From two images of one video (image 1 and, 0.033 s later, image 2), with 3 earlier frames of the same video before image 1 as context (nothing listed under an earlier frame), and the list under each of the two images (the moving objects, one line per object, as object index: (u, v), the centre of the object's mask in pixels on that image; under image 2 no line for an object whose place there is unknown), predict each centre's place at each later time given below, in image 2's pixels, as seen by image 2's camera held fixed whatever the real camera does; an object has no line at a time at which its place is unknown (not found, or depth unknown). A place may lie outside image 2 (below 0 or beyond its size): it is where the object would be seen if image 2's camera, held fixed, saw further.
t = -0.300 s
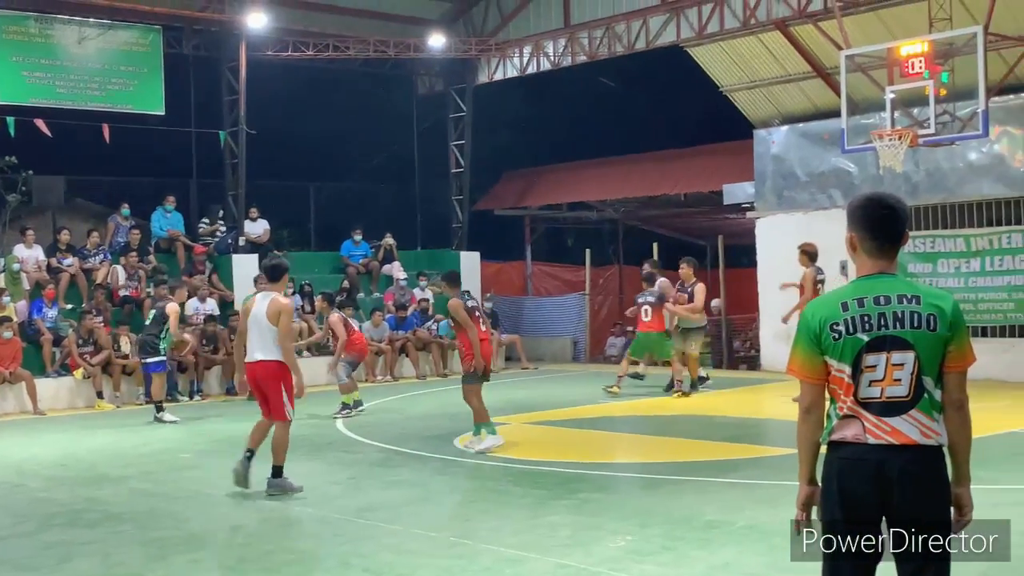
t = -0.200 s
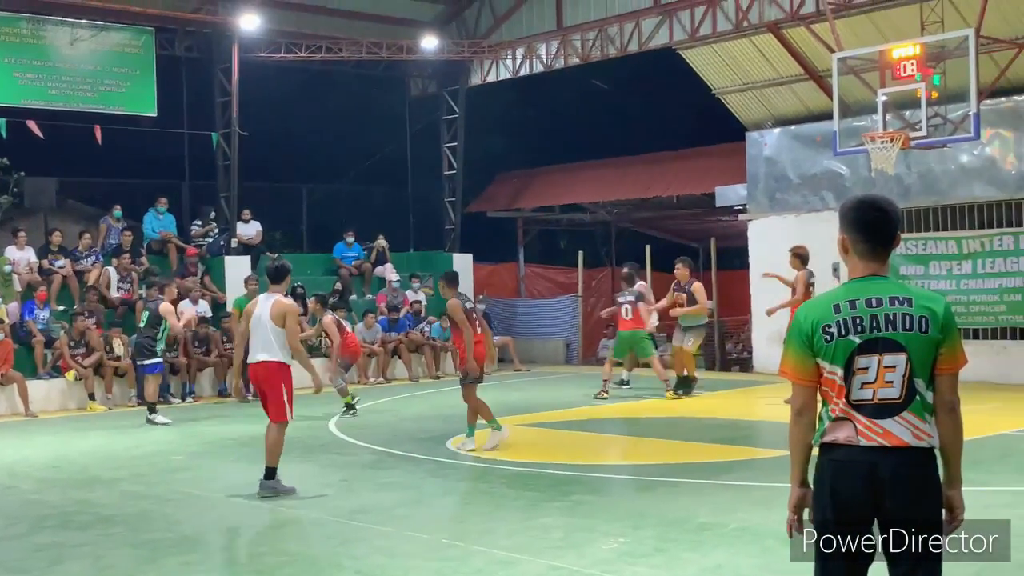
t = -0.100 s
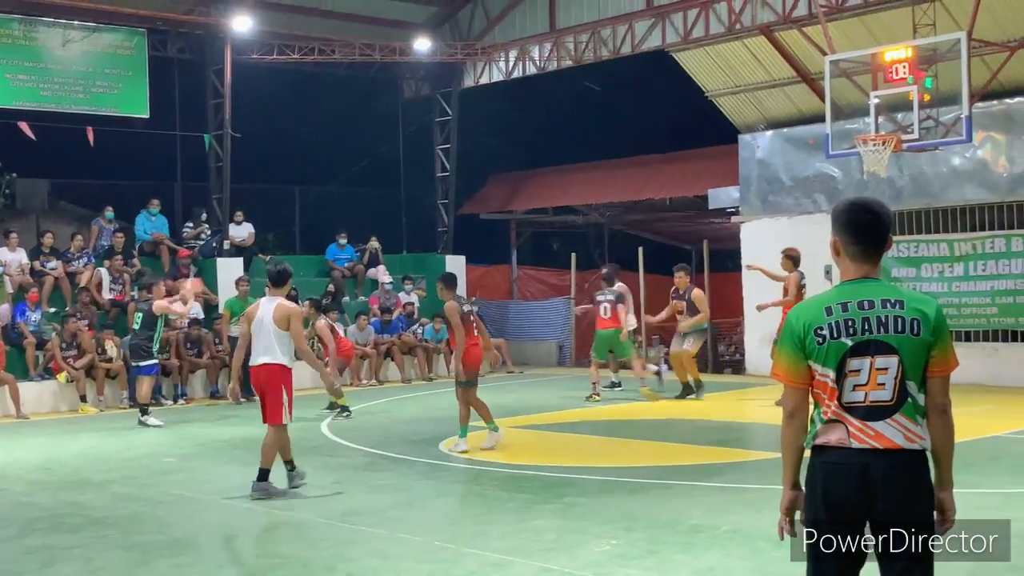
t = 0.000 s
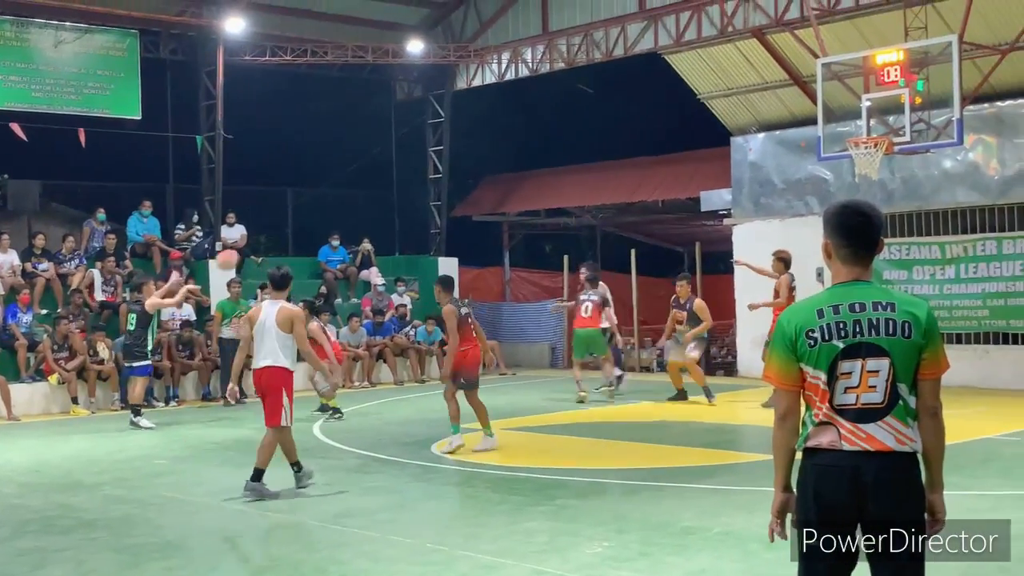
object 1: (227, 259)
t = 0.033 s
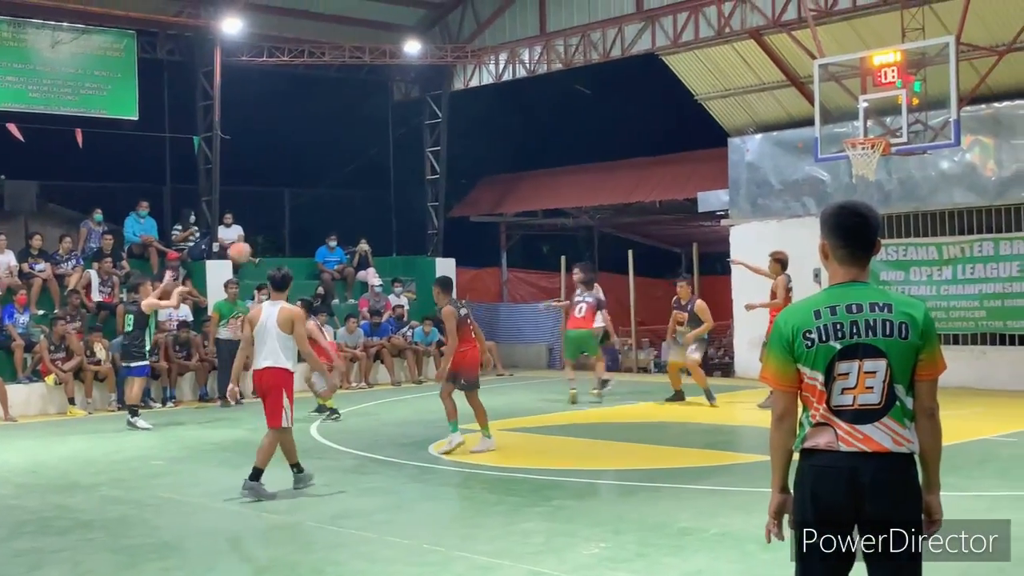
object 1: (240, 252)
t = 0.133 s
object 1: (282, 234)
